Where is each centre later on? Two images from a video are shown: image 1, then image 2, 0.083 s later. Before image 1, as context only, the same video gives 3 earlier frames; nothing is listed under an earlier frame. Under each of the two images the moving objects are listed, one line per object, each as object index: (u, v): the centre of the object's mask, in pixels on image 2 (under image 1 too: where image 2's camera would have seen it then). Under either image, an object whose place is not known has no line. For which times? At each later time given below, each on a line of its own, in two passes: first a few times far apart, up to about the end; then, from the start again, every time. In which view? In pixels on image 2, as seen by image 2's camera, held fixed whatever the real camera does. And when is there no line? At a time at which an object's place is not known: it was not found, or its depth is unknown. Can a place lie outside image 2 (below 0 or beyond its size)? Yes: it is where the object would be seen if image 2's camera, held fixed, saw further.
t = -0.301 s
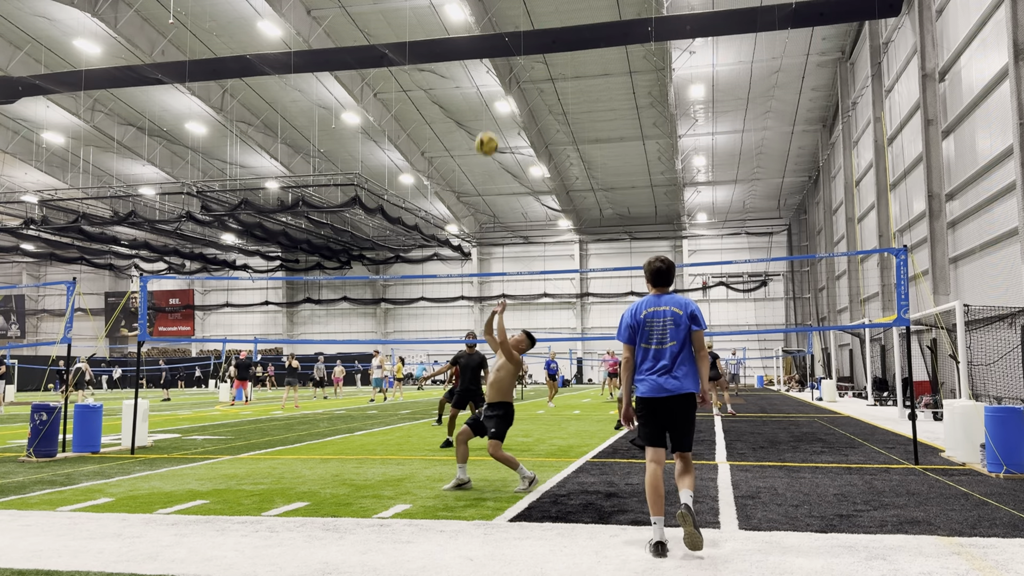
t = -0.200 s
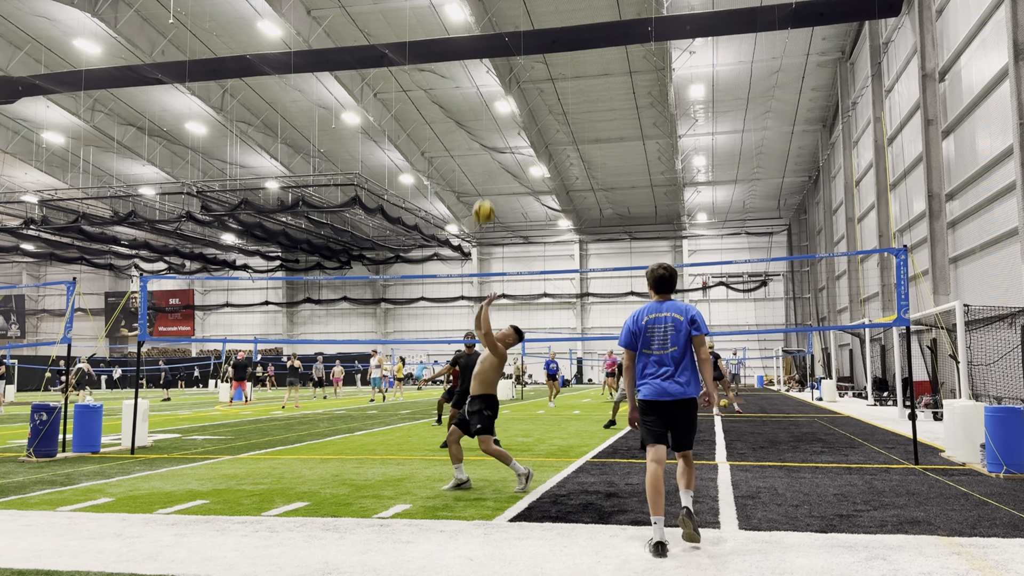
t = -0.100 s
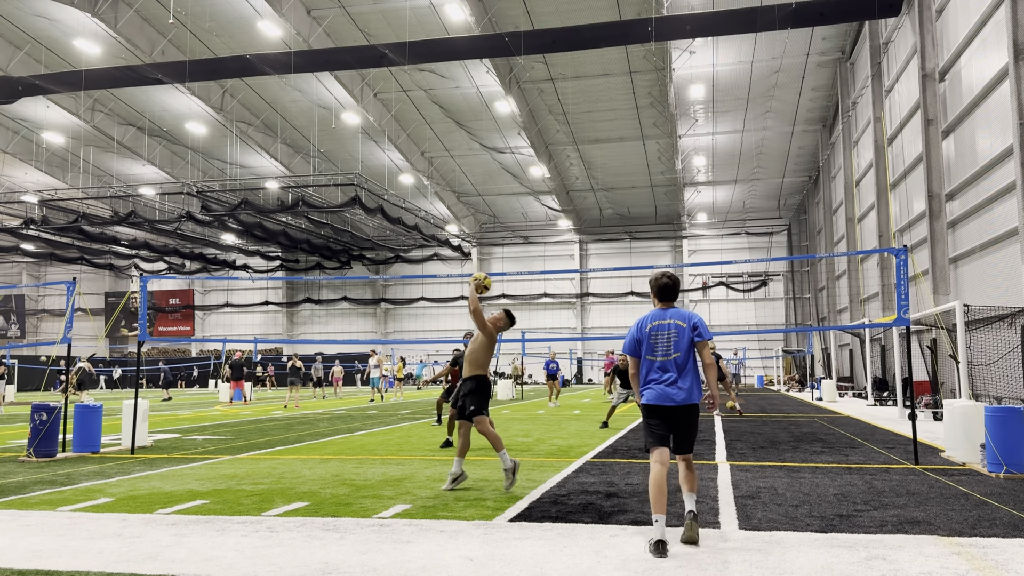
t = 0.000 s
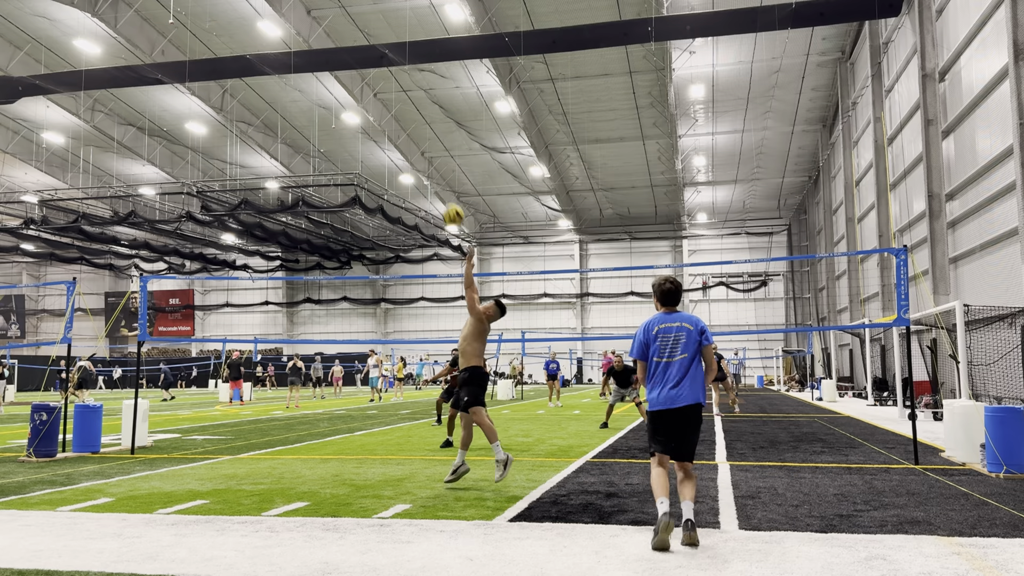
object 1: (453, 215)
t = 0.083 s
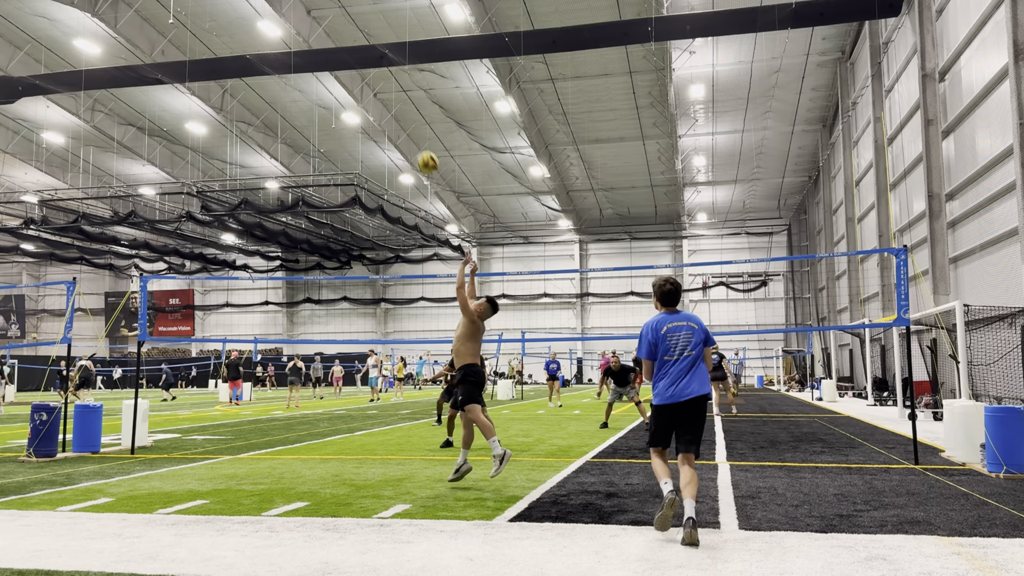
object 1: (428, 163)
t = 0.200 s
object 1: (394, 104)
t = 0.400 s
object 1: (343, 42)
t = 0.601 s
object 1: (297, 21)
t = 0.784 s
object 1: (257, 34)
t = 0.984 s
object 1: (218, 78)
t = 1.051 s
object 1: (206, 99)
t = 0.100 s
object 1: (423, 153)
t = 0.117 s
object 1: (418, 144)
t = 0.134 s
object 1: (413, 135)
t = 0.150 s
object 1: (408, 127)
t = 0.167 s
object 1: (403, 119)
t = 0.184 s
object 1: (399, 111)
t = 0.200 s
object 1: (394, 104)
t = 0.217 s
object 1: (390, 97)
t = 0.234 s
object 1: (385, 90)
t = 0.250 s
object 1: (381, 84)
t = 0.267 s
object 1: (377, 78)
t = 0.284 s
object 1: (372, 73)
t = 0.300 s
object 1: (368, 67)
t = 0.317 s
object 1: (364, 62)
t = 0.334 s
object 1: (359, 58)
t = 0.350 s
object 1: (355, 54)
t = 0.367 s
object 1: (351, 49)
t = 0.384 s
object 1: (347, 46)
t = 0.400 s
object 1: (343, 42)
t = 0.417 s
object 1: (339, 39)
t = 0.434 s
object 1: (335, 36)
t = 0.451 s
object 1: (331, 33)
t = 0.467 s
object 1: (327, 30)
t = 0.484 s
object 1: (323, 28)
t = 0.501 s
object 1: (319, 26)
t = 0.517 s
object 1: (316, 25)
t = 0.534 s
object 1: (312, 24)
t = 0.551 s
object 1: (308, 23)
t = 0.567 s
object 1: (305, 22)
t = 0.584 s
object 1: (301, 21)
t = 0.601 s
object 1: (297, 21)
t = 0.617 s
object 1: (293, 21)
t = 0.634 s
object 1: (290, 21)
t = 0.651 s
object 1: (286, 22)
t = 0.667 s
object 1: (283, 22)
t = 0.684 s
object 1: (280, 23)
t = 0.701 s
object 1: (276, 24)
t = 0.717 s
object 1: (272, 26)
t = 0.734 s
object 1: (267, 28)
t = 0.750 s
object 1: (264, 29)
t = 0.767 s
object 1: (260, 32)
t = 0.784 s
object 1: (257, 34)
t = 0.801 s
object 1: (254, 36)
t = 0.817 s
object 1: (250, 39)
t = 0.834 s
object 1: (248, 42)
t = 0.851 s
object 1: (244, 45)
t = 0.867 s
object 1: (241, 49)
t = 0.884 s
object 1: (238, 52)
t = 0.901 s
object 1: (234, 56)
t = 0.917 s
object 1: (231, 60)
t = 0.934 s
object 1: (228, 65)
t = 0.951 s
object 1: (225, 69)
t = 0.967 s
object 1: (221, 73)
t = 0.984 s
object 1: (218, 78)
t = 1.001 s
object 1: (215, 83)
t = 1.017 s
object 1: (212, 88)
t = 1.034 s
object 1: (209, 94)
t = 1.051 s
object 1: (206, 99)
